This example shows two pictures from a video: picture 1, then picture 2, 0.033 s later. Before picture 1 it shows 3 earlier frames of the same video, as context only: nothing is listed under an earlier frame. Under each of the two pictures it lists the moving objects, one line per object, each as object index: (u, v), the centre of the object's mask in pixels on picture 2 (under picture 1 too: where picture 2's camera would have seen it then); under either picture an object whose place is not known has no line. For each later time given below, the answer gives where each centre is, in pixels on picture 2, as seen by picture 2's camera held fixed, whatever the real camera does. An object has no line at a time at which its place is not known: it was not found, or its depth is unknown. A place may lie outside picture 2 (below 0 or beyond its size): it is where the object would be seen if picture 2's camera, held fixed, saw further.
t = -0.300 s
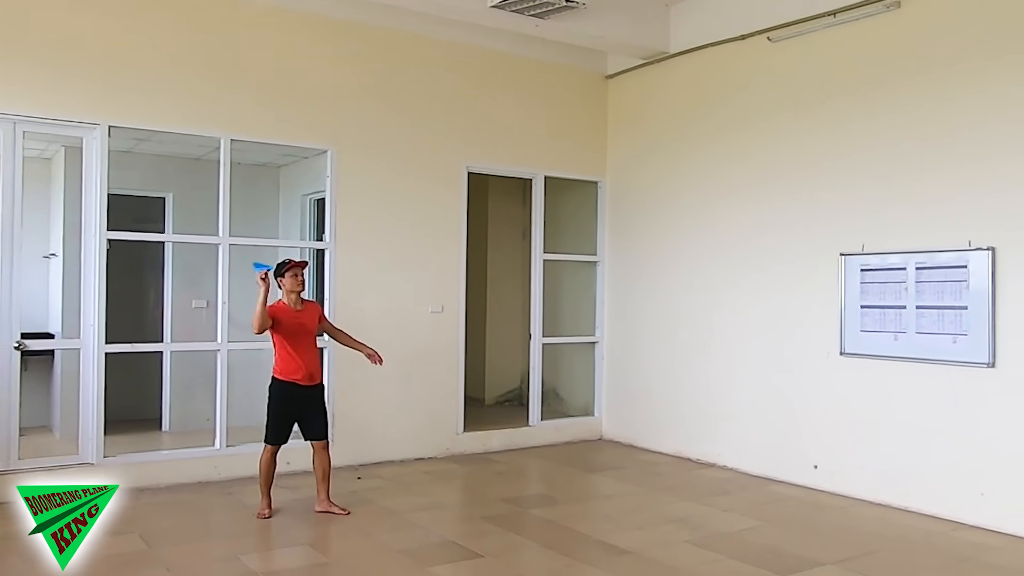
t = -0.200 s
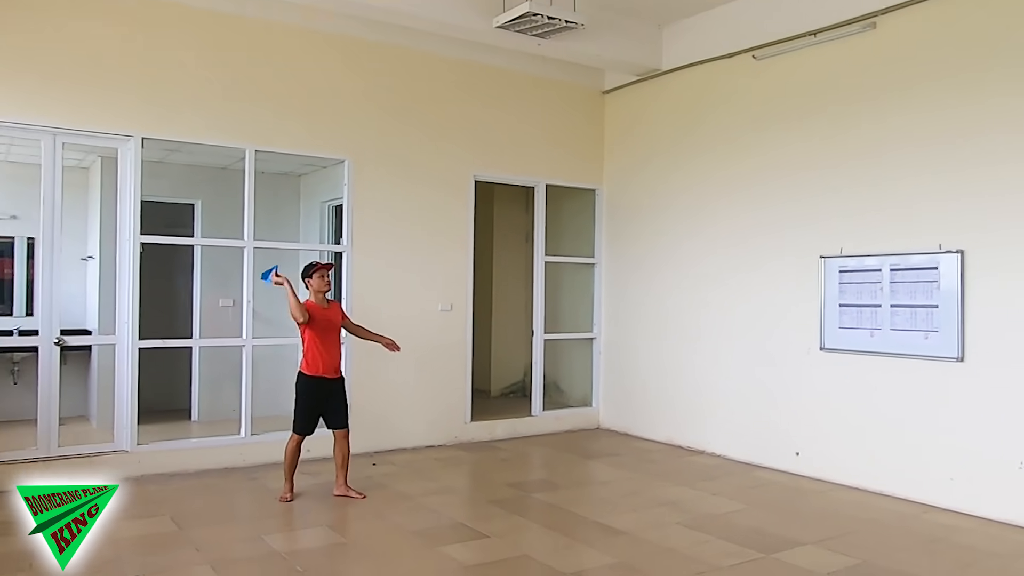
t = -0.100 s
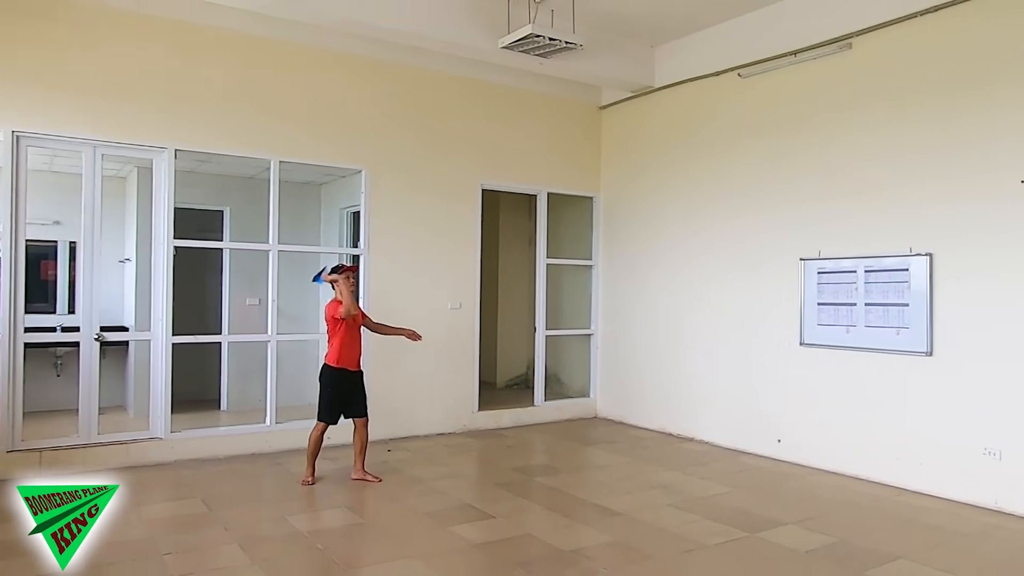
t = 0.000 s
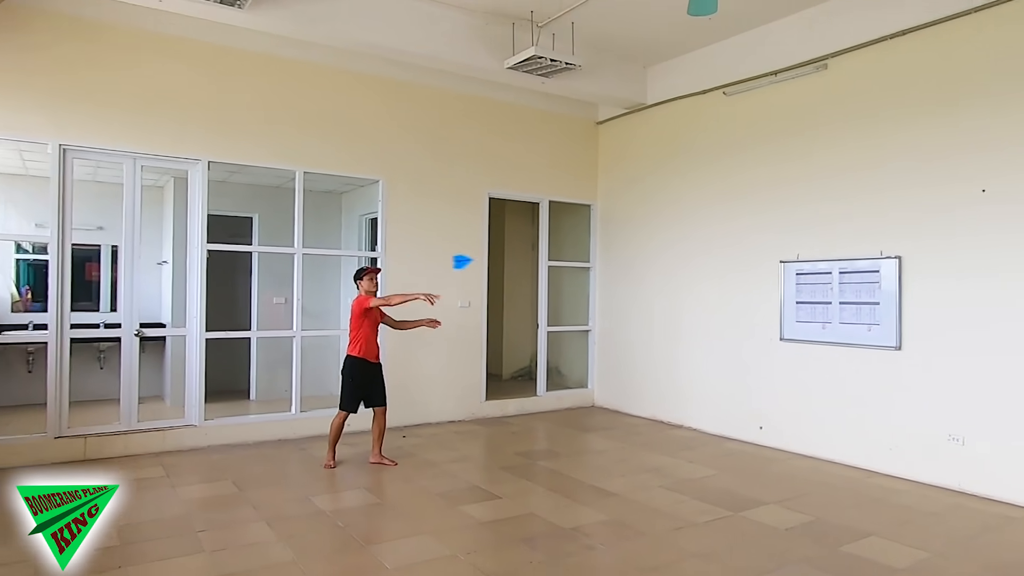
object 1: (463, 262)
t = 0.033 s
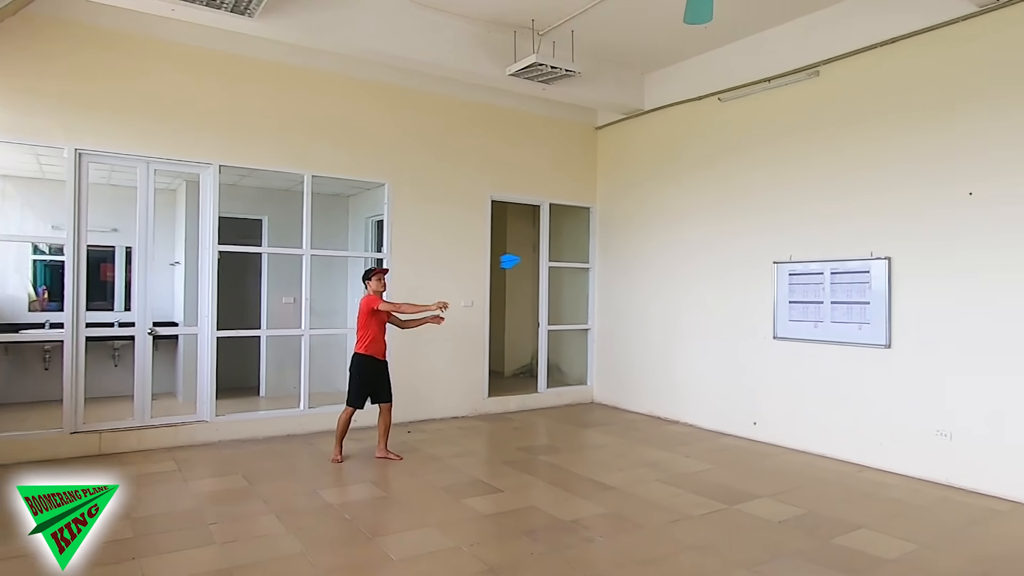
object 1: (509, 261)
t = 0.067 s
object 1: (552, 258)
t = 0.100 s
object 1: (591, 253)
